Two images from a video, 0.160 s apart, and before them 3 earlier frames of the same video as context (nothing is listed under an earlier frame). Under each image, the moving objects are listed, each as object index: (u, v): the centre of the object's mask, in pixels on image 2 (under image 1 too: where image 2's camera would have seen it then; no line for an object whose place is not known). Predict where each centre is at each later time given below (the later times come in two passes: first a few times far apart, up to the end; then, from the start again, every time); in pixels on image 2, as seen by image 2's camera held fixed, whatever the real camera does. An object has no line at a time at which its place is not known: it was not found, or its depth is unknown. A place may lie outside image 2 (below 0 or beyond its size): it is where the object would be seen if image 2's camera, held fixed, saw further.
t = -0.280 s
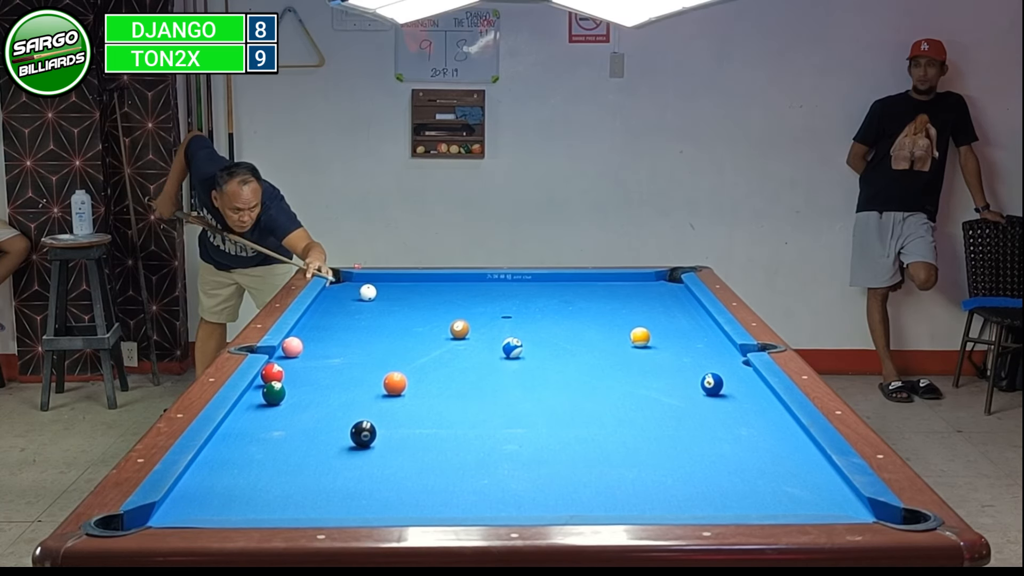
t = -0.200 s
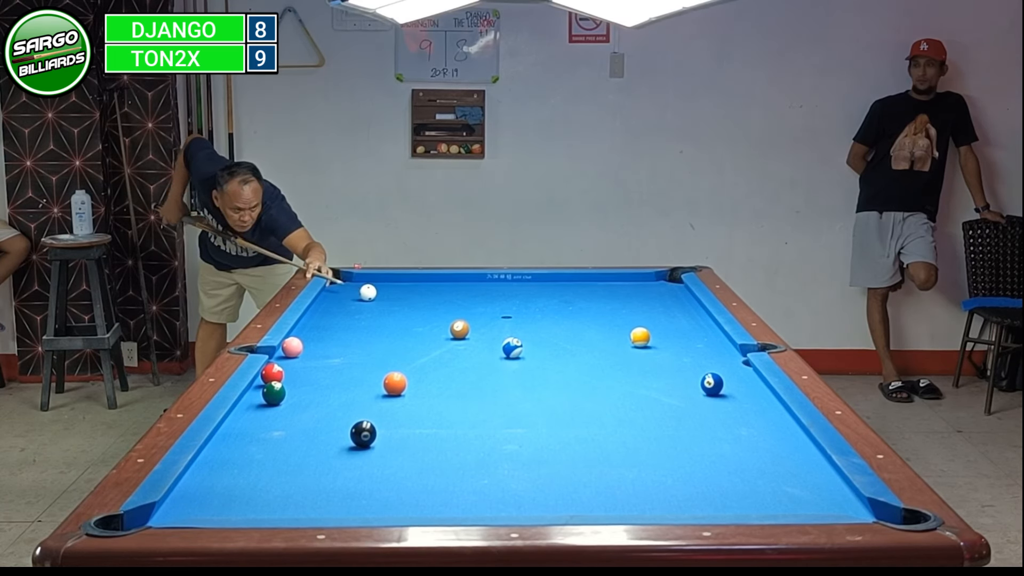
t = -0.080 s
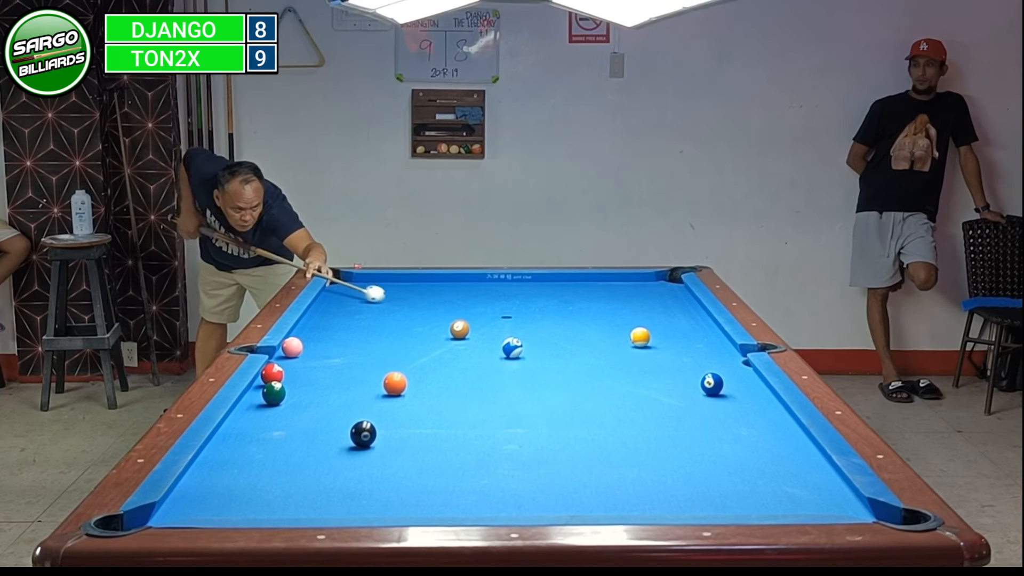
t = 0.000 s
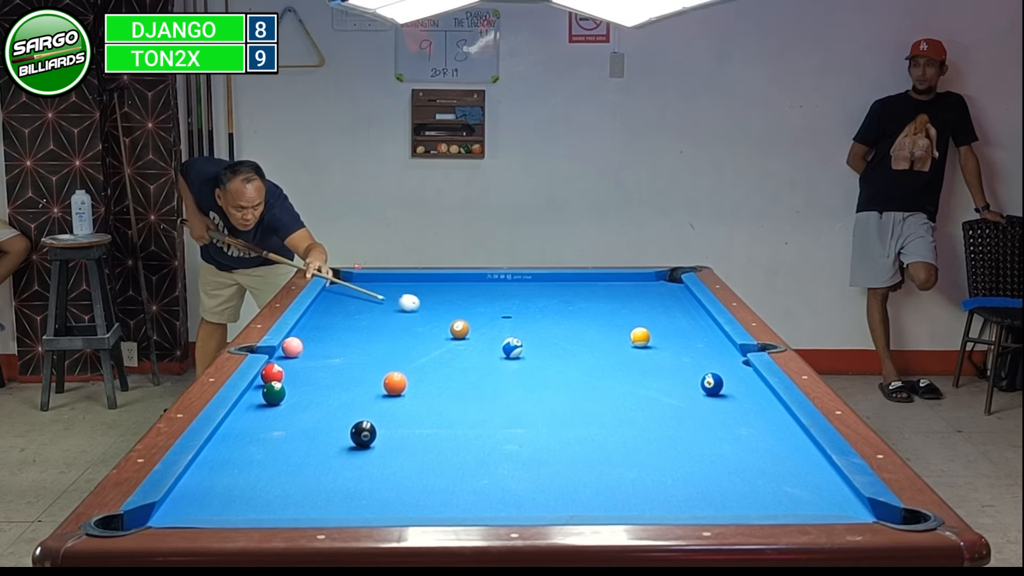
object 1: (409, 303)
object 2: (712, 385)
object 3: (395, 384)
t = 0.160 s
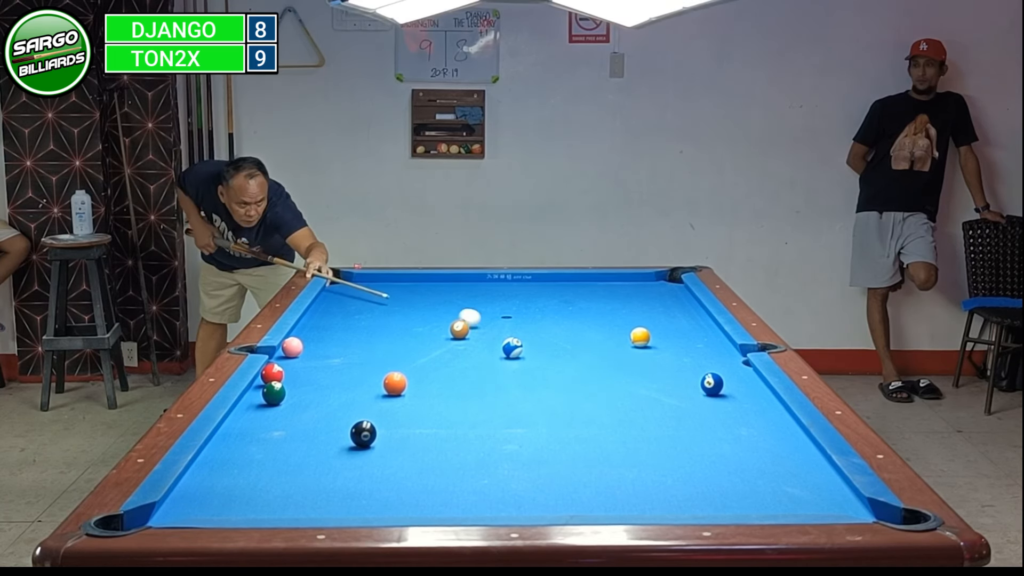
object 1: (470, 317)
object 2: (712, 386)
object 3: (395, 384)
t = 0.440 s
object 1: (576, 343)
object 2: (712, 385)
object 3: (395, 384)
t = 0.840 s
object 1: (749, 379)
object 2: (716, 395)
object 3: (395, 385)
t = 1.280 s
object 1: (668, 380)
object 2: (732, 433)
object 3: (395, 384)
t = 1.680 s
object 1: (600, 382)
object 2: (749, 473)
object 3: (395, 385)
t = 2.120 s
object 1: (531, 384)
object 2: (762, 505)
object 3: (395, 385)
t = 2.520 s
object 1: (475, 385)
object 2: (745, 489)
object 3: (395, 385)
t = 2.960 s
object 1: (416, 387)
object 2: (729, 468)
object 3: (394, 384)
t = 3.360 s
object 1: (385, 391)
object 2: (719, 455)
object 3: (384, 376)
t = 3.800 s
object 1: (356, 396)
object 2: (712, 442)
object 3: (375, 380)
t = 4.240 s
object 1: (333, 400)
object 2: (707, 433)
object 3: (371, 379)
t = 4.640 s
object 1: (319, 402)
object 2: (704, 427)
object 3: (370, 379)
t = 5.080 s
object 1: (309, 404)
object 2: (699, 423)
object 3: (370, 379)
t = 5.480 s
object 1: (306, 404)
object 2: (696, 421)
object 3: (370, 379)
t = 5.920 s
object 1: (306, 404)
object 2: (696, 421)
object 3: (370, 379)
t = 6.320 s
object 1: (306, 403)
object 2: (696, 422)
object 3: (370, 379)
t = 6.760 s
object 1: (306, 404)
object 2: (696, 422)
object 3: (370, 379)
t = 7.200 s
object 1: (306, 403)
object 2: (696, 422)
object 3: (370, 379)
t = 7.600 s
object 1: (306, 404)
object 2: (696, 422)
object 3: (370, 379)
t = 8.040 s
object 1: (306, 404)
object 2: (696, 422)
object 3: (370, 379)
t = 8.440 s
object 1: (306, 404)
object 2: (696, 422)
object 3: (370, 379)
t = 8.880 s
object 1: (306, 404)
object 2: (696, 422)
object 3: (370, 379)
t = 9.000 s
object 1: (306, 404)
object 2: (696, 422)
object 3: (370, 379)
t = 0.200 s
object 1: (489, 322)
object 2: (712, 386)
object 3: (395, 384)
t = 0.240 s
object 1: (501, 325)
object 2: (712, 386)
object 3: (395, 384)
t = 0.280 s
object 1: (514, 328)
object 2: (712, 386)
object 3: (395, 384)
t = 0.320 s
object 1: (532, 333)
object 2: (712, 386)
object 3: (395, 385)
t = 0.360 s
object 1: (544, 336)
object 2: (712, 386)
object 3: (395, 384)
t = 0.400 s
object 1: (563, 340)
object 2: (712, 385)
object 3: (395, 384)
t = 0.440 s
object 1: (576, 343)
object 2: (712, 385)
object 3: (395, 384)
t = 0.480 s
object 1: (589, 347)
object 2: (712, 386)
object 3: (395, 385)
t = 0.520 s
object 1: (609, 352)
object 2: (712, 386)
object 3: (395, 384)
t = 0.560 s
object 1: (623, 355)
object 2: (712, 386)
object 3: (395, 384)
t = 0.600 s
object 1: (637, 359)
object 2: (712, 385)
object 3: (395, 384)
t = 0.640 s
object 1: (659, 364)
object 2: (712, 385)
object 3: (395, 385)
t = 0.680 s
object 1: (674, 368)
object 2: (712, 385)
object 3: (395, 385)
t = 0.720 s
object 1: (696, 373)
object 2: (712, 385)
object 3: (395, 385)
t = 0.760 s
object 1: (712, 372)
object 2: (712, 386)
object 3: (395, 385)
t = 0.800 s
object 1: (728, 376)
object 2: (714, 389)
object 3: (395, 385)
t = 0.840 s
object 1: (749, 379)
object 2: (716, 395)
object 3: (395, 385)
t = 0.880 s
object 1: (749, 379)
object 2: (717, 397)
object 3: (395, 385)
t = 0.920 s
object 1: (740, 379)
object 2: (719, 400)
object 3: (395, 385)
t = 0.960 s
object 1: (728, 379)
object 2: (721, 404)
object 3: (395, 385)
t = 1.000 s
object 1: (721, 379)
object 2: (722, 407)
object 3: (395, 385)
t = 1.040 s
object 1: (711, 379)
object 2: (724, 413)
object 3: (395, 385)
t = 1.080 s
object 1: (705, 380)
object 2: (725, 414)
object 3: (395, 385)
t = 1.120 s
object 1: (699, 380)
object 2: (726, 418)
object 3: (395, 385)
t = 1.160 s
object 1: (690, 380)
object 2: (728, 422)
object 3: (395, 385)
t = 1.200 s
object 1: (684, 380)
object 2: (729, 425)
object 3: (395, 385)
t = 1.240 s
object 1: (677, 380)
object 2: (730, 428)
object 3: (395, 385)
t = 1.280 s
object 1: (668, 380)
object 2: (732, 433)
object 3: (395, 384)
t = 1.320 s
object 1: (663, 381)
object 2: (734, 436)
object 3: (395, 384)
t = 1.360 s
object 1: (654, 381)
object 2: (736, 440)
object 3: (395, 385)
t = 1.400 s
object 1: (648, 381)
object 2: (737, 444)
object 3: (395, 385)
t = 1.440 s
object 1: (642, 381)
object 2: (738, 447)
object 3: (395, 384)
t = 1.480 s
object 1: (633, 381)
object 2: (741, 452)
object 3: (395, 385)
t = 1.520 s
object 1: (628, 382)
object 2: (742, 455)
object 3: (395, 385)
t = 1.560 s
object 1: (622, 382)
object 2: (744, 460)
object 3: (395, 385)
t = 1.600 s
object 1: (613, 382)
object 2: (746, 464)
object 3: (395, 385)
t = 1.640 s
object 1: (608, 382)
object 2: (747, 468)
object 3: (395, 385)
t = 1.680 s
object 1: (600, 382)
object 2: (749, 473)
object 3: (395, 385)
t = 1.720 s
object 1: (594, 382)
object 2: (750, 477)
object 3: (395, 385)
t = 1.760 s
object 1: (589, 383)
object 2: (752, 480)
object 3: (395, 385)
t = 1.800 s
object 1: (581, 383)
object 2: (754, 486)
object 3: (395, 385)
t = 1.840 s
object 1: (575, 383)
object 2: (756, 491)
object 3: (395, 385)
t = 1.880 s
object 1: (570, 383)
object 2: (757, 494)
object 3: (395, 385)
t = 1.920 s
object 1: (562, 383)
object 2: (759, 499)
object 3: (395, 385)
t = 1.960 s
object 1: (556, 383)
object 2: (761, 502)
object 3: (395, 385)
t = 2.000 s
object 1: (549, 383)
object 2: (763, 505)
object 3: (395, 385)
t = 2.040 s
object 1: (543, 384)
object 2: (765, 507)
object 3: (395, 385)
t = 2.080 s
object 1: (538, 384)
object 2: (764, 507)
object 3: (395, 385)
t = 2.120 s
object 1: (531, 384)
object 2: (762, 505)
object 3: (395, 385)
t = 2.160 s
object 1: (526, 384)
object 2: (760, 504)
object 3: (395, 385)
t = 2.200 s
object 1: (521, 384)
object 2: (759, 503)
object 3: (395, 385)
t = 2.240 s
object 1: (513, 384)
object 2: (756, 501)
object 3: (395, 385)
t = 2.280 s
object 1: (508, 384)
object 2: (755, 500)
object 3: (395, 385)
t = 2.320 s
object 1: (501, 385)
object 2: (752, 498)
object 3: (395, 385)
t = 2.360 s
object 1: (496, 385)
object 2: (751, 497)
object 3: (395, 385)
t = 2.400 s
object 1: (491, 385)
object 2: (750, 496)
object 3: (395, 385)
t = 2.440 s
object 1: (484, 385)
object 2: (748, 492)
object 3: (395, 385)
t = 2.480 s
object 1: (480, 385)
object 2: (746, 490)
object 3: (395, 385)
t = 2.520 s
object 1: (475, 385)
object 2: (745, 489)
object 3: (395, 385)
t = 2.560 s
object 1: (468, 386)
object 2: (743, 486)
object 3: (395, 385)
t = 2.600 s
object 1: (464, 386)
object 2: (741, 485)
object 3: (395, 385)
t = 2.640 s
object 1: (457, 386)
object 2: (739, 482)
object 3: (395, 385)
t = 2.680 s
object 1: (452, 386)
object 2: (738, 480)
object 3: (394, 385)
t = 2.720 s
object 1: (448, 386)
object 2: (737, 479)
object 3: (395, 385)
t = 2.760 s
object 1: (441, 386)
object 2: (735, 477)
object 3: (395, 385)
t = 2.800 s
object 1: (437, 386)
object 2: (734, 475)
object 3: (395, 385)
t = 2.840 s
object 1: (433, 387)
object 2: (733, 474)
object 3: (395, 385)
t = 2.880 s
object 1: (426, 387)
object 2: (731, 472)
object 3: (395, 385)
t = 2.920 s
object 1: (422, 387)
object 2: (730, 470)
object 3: (394, 385)
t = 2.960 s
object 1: (416, 387)
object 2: (729, 468)
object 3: (394, 384)
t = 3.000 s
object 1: (412, 388)
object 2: (728, 468)
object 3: (392, 384)
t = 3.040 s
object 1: (408, 388)
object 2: (727, 466)
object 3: (391, 384)
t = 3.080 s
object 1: (404, 388)
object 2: (726, 465)
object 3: (389, 383)
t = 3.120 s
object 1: (402, 388)
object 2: (725, 463)
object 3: (387, 381)
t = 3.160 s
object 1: (399, 389)
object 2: (724, 461)
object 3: (386, 380)
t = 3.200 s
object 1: (395, 390)
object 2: (722, 460)
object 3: (385, 379)
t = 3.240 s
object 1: (393, 390)
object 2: (722, 458)
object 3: (384, 378)
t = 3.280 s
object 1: (389, 390)
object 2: (721, 457)
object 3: (384, 377)
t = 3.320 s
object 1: (387, 391)
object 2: (720, 456)
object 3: (384, 377)
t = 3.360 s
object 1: (385, 391)
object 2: (719, 455)
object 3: (384, 376)
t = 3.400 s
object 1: (381, 392)
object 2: (719, 453)
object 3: (384, 377)
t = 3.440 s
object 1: (378, 392)
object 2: (718, 452)
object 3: (383, 377)
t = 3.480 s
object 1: (376, 393)
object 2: (717, 451)
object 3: (383, 377)
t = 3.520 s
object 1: (373, 393)
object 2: (717, 450)
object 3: (382, 378)
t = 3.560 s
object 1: (371, 393)
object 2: (716, 448)
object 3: (381, 378)
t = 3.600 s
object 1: (367, 394)
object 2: (715, 447)
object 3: (380, 379)
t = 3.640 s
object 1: (365, 395)
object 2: (715, 446)
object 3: (379, 379)
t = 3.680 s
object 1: (363, 395)
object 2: (714, 445)
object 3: (378, 379)
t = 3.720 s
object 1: (360, 395)
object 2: (713, 444)
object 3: (377, 379)
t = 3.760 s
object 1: (358, 396)
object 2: (713, 443)
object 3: (376, 379)
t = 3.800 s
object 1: (356, 396)
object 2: (712, 442)
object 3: (375, 380)
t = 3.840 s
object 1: (354, 396)
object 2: (712, 441)
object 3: (375, 379)
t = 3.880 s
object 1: (352, 396)
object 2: (711, 440)
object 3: (374, 379)
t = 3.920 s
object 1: (349, 397)
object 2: (711, 439)
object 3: (373, 379)
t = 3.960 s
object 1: (347, 397)
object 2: (711, 440)
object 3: (373, 379)
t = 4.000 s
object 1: (345, 398)
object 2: (710, 439)
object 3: (373, 379)
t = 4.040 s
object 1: (343, 398)
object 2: (709, 437)
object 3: (372, 379)
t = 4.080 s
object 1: (341, 398)
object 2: (709, 436)
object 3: (372, 379)
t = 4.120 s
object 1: (340, 398)
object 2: (709, 436)
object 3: (372, 379)
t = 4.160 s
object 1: (337, 399)
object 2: (708, 435)
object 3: (371, 379)
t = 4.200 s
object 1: (335, 399)
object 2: (708, 434)
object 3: (371, 379)
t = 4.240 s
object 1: (333, 400)
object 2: (707, 433)
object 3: (371, 379)
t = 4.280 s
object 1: (332, 400)
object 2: (707, 432)
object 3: (370, 379)
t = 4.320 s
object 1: (330, 400)
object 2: (707, 432)
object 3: (370, 379)
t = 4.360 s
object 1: (328, 400)
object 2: (706, 431)
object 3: (370, 379)
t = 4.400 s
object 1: (327, 401)
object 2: (706, 431)
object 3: (370, 379)
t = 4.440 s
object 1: (326, 401)
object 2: (706, 430)
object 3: (370, 379)
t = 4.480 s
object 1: (324, 401)
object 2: (706, 429)
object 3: (370, 379)
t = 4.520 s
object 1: (323, 401)
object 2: (705, 429)
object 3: (370, 379)
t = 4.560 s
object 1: (321, 402)
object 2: (705, 428)
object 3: (370, 379)
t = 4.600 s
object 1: (320, 402)
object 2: (705, 428)
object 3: (370, 379)
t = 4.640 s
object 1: (319, 402)
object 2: (704, 427)
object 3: (370, 379)
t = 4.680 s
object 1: (317, 402)
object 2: (704, 427)
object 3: (370, 379)
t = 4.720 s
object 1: (317, 402)
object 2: (703, 426)
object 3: (370, 379)
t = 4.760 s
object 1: (316, 403)
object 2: (703, 426)
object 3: (370, 379)
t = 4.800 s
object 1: (314, 403)
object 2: (702, 425)
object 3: (370, 379)
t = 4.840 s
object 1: (314, 403)
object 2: (702, 425)
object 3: (370, 379)
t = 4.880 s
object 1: (312, 403)
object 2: (701, 425)
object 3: (370, 379)
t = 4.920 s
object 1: (312, 403)
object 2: (701, 424)
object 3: (370, 379)
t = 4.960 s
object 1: (311, 403)
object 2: (700, 424)
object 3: (370, 379)
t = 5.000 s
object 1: (310, 404)
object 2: (700, 423)
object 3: (370, 379)
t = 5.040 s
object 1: (310, 404)
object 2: (699, 423)
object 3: (370, 379)
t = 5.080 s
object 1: (309, 404)
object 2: (699, 423)
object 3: (370, 379)
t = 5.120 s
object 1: (309, 404)
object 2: (699, 422)
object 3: (370, 379)
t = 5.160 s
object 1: (308, 404)
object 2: (698, 422)
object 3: (370, 379)
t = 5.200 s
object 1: (308, 404)
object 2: (698, 422)
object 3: (370, 379)
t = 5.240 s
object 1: (307, 404)
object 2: (697, 422)
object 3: (370, 379)
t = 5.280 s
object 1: (307, 404)
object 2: (697, 422)
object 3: (370, 379)
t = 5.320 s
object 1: (307, 404)
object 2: (697, 421)
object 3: (370, 379)
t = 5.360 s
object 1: (307, 404)
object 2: (697, 421)
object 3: (370, 379)
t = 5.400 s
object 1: (306, 404)
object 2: (697, 421)
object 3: (370, 379)
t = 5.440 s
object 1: (306, 404)
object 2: (696, 421)
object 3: (370, 379)
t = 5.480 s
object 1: (306, 404)
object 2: (696, 421)
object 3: (370, 379)
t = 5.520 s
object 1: (306, 404)
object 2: (696, 421)
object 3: (370, 379)
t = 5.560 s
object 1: (306, 404)
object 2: (696, 421)
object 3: (370, 379)
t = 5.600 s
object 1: (306, 404)
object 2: (696, 421)
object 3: (370, 379)
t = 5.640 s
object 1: (306, 404)
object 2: (696, 421)
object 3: (370, 379)
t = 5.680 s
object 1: (306, 404)
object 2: (696, 422)
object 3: (370, 379)
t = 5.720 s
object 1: (306, 404)
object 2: (696, 422)
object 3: (370, 379)
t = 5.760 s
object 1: (306, 404)
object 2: (696, 422)
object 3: (370, 379)
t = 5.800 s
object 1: (306, 404)
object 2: (696, 422)
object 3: (370, 379)
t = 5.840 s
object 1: (306, 404)
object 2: (696, 422)
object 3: (370, 379)
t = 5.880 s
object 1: (306, 404)
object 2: (696, 422)
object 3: (370, 379)
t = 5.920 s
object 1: (306, 404)
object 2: (696, 421)
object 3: (370, 379)
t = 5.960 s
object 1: (306, 403)
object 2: (696, 421)
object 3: (370, 379)
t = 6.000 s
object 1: (306, 404)
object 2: (696, 421)
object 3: (370, 379)
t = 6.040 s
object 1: (306, 404)
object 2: (696, 422)
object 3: (370, 379)
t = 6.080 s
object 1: (306, 404)
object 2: (696, 422)
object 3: (370, 379)
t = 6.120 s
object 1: (306, 404)
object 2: (696, 422)
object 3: (370, 379)
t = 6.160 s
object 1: (306, 403)
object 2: (696, 422)
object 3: (370, 379)
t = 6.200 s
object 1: (306, 404)
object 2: (696, 422)
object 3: (370, 379)
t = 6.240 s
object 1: (306, 404)
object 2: (696, 422)
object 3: (370, 379)
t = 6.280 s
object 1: (306, 404)
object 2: (696, 422)
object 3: (370, 379)
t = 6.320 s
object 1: (306, 403)
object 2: (696, 422)
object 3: (370, 379)
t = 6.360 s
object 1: (306, 404)
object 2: (696, 422)
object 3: (370, 379)
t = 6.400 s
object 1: (306, 404)
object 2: (696, 422)
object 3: (370, 379)
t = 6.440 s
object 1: (306, 404)
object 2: (696, 422)
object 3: (370, 379)
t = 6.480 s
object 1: (306, 404)
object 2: (696, 421)
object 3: (370, 379)
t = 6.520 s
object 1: (306, 404)
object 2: (696, 422)
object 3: (370, 379)
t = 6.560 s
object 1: (306, 403)
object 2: (696, 422)
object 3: (370, 379)
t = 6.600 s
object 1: (306, 404)
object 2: (696, 422)
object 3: (370, 379)
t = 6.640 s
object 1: (306, 404)
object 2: (696, 422)
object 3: (370, 379)
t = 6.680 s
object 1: (306, 404)
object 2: (696, 422)
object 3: (370, 379)
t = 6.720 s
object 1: (306, 403)
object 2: (696, 422)
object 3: (370, 379)
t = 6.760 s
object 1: (306, 404)
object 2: (696, 422)
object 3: (370, 379)
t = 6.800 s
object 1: (306, 404)
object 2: (696, 422)
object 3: (370, 379)
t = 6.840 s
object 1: (306, 404)
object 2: (696, 422)
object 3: (370, 379)
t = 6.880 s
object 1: (306, 403)
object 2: (696, 422)
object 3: (370, 379)
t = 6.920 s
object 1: (306, 404)
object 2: (696, 422)
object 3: (370, 379)
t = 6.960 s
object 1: (306, 404)
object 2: (696, 422)
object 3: (370, 379)
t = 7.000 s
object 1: (306, 404)
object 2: (696, 422)
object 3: (370, 379)
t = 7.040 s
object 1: (306, 404)
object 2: (696, 422)
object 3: (370, 379)
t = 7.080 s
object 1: (306, 404)
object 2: (696, 422)
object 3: (370, 379)
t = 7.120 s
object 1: (306, 404)
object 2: (696, 422)
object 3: (370, 379)
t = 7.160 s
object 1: (306, 404)
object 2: (696, 422)
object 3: (370, 379)
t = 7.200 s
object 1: (306, 403)
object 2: (696, 422)
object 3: (370, 379)
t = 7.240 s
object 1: (306, 404)
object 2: (696, 422)
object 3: (370, 379)
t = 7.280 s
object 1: (306, 404)
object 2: (696, 422)
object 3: (370, 379)
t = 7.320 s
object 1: (306, 404)
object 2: (696, 422)
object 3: (370, 379)
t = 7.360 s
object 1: (306, 404)
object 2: (696, 422)
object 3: (370, 379)
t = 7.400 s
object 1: (306, 404)
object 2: (696, 422)
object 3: (370, 379)
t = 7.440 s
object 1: (306, 404)
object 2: (696, 421)
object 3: (370, 379)
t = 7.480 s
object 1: (306, 404)
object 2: (696, 421)
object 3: (370, 379)
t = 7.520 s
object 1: (306, 404)
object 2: (696, 422)
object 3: (370, 379)
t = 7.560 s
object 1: (306, 404)
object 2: (696, 422)
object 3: (370, 379)
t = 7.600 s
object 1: (306, 404)
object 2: (696, 422)
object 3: (370, 379)
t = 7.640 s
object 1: (306, 404)
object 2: (696, 422)
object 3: (370, 379)
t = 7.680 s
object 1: (306, 404)
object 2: (696, 422)
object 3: (370, 379)
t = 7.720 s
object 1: (306, 404)
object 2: (696, 422)
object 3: (370, 379)
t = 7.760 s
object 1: (306, 404)
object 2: (696, 422)
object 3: (370, 379)
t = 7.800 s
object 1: (306, 404)
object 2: (696, 422)
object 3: (370, 379)
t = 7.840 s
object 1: (306, 404)
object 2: (696, 422)
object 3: (370, 379)
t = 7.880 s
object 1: (306, 404)
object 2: (696, 422)
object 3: (370, 379)
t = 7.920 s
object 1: (306, 404)
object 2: (696, 422)
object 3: (370, 379)
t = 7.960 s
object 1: (306, 404)
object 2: (696, 422)
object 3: (370, 379)
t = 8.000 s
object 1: (306, 404)
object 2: (696, 422)
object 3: (370, 379)
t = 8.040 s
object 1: (306, 404)
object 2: (696, 422)
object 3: (370, 379)
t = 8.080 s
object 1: (306, 404)
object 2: (696, 422)
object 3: (370, 379)
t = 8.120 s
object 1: (306, 403)
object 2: (696, 422)
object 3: (370, 379)
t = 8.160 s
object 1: (306, 404)
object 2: (696, 422)
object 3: (370, 379)
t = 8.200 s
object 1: (306, 404)
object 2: (696, 422)
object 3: (370, 379)
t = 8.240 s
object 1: (306, 404)
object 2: (696, 422)
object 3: (370, 379)
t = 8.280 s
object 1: (306, 404)
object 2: (696, 422)
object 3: (370, 379)
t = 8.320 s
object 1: (306, 404)
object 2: (696, 422)
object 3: (370, 379)
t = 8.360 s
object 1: (306, 404)
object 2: (696, 422)
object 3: (370, 379)
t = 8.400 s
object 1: (306, 404)
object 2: (696, 422)
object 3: (370, 379)
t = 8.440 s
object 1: (306, 404)
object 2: (696, 422)
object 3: (370, 379)
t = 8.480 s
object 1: (306, 404)
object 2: (696, 422)
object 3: (370, 379)
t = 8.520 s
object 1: (306, 404)
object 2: (696, 422)
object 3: (370, 379)
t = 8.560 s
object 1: (306, 404)
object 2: (696, 422)
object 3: (370, 379)
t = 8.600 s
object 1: (306, 404)
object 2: (696, 422)
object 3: (370, 379)
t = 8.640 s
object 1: (306, 404)
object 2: (696, 422)
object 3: (370, 379)
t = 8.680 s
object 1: (306, 404)
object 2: (696, 422)
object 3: (370, 379)
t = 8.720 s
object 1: (306, 404)
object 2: (696, 422)
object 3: (370, 379)
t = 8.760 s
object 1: (306, 404)
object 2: (696, 422)
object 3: (370, 379)
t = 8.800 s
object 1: (306, 404)
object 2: (696, 422)
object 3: (370, 379)
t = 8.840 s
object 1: (306, 404)
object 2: (696, 422)
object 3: (370, 379)
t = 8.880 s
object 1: (306, 404)
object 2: (696, 422)
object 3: (370, 379)
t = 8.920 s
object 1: (306, 404)
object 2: (696, 422)
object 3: (370, 379)
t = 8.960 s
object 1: (306, 404)
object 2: (696, 422)
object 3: (370, 379)
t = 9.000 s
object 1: (306, 404)
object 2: (696, 422)
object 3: (370, 379)
